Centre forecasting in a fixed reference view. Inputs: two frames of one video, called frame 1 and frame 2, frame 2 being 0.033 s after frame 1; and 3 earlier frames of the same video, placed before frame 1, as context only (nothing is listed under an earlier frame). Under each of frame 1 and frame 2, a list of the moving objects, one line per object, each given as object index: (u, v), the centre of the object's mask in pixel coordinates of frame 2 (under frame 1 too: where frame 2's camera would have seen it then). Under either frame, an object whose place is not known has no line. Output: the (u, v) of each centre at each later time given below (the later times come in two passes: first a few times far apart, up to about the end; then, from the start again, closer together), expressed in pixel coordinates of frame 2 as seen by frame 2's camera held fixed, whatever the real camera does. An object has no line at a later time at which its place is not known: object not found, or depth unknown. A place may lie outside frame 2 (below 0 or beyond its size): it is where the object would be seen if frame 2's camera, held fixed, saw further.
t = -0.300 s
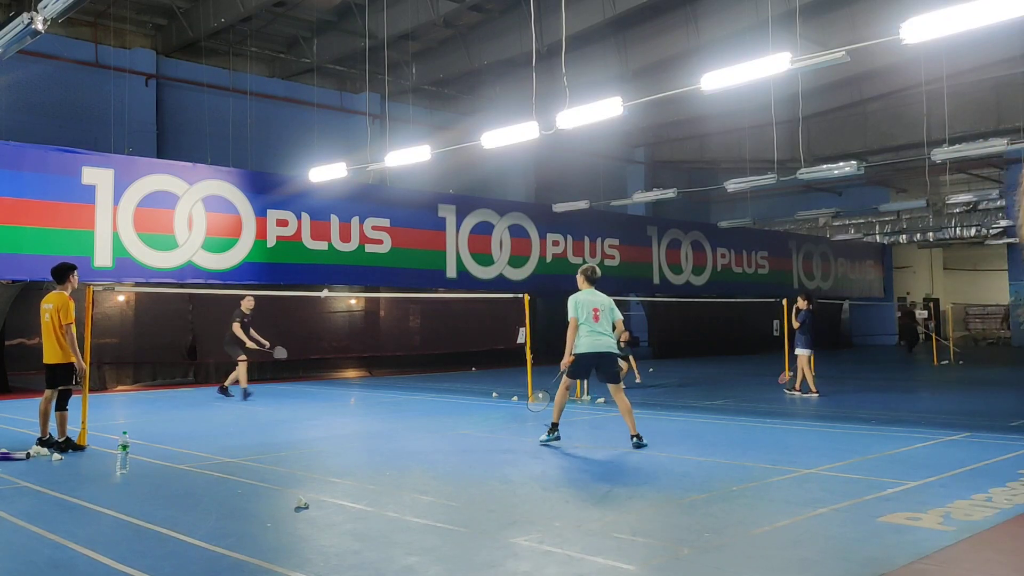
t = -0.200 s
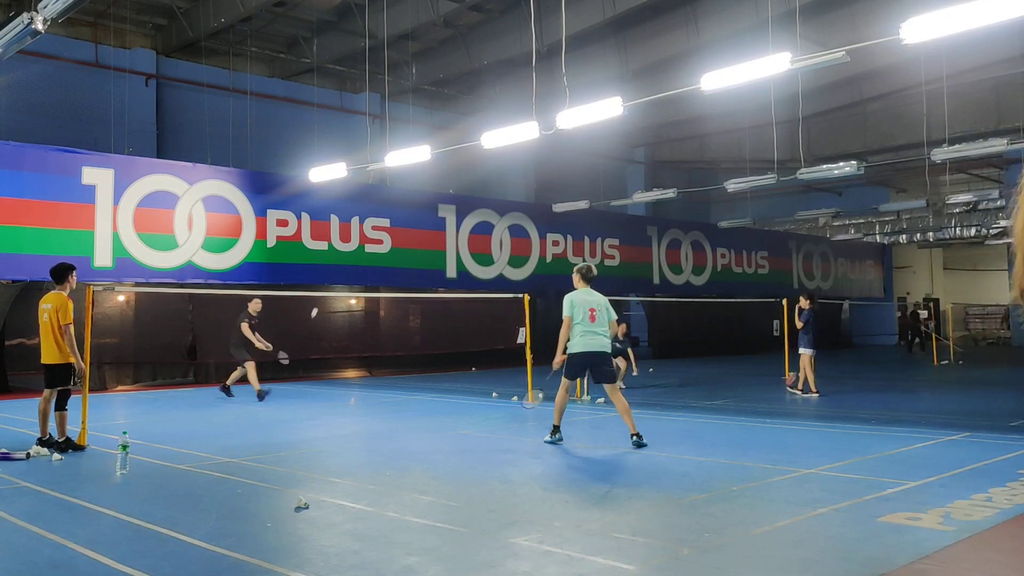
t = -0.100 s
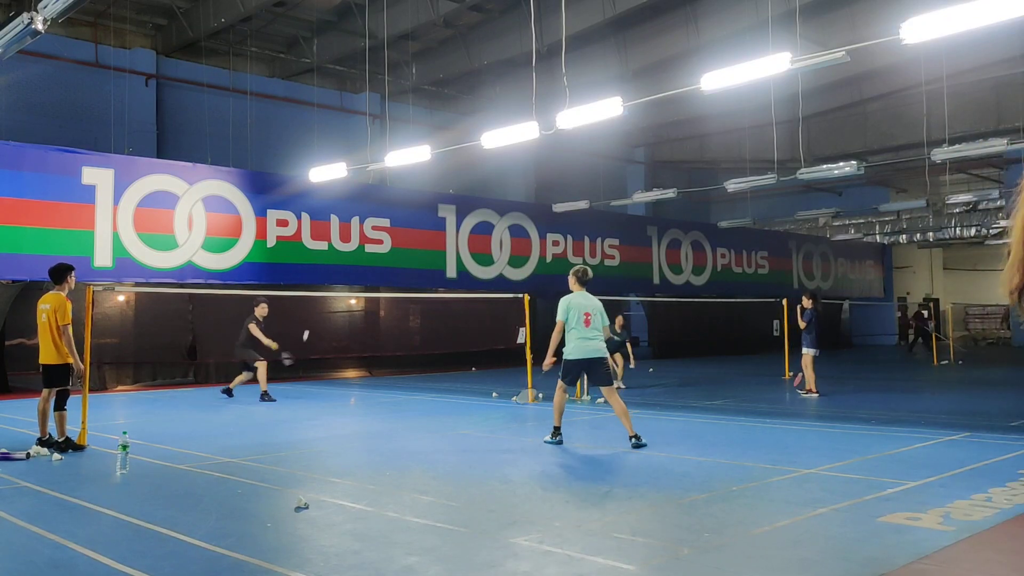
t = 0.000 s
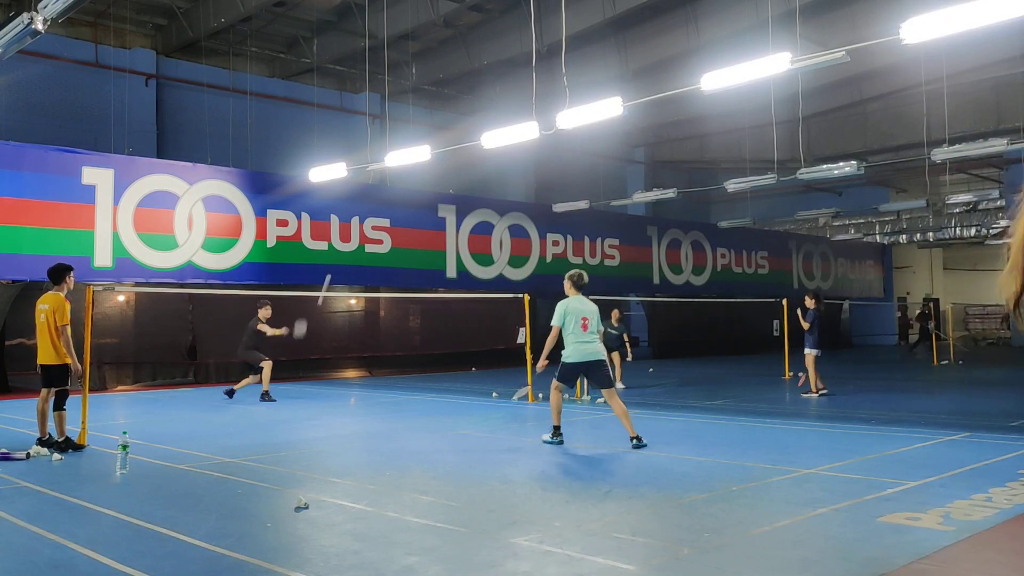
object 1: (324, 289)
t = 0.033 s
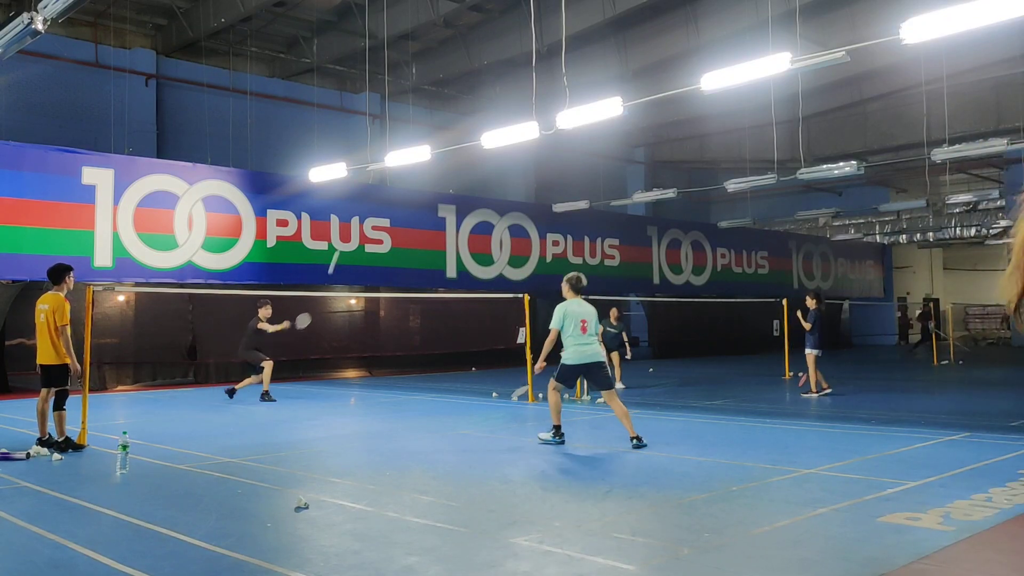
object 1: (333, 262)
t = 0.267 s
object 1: (393, 128)
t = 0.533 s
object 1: (450, 48)
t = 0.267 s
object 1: (393, 128)
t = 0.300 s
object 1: (401, 114)
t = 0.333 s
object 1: (408, 102)
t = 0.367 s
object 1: (416, 90)
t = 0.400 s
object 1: (423, 80)
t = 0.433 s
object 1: (430, 70)
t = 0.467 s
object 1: (437, 62)
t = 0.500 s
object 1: (444, 54)
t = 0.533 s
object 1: (450, 48)
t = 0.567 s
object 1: (457, 43)
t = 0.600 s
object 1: (464, 38)
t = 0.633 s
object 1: (470, 35)
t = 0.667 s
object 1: (477, 33)
